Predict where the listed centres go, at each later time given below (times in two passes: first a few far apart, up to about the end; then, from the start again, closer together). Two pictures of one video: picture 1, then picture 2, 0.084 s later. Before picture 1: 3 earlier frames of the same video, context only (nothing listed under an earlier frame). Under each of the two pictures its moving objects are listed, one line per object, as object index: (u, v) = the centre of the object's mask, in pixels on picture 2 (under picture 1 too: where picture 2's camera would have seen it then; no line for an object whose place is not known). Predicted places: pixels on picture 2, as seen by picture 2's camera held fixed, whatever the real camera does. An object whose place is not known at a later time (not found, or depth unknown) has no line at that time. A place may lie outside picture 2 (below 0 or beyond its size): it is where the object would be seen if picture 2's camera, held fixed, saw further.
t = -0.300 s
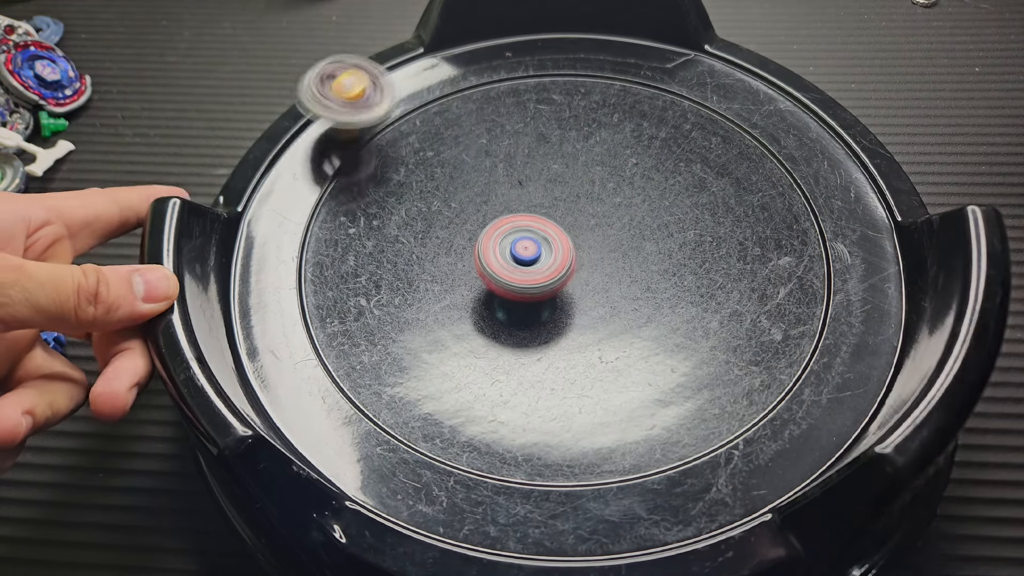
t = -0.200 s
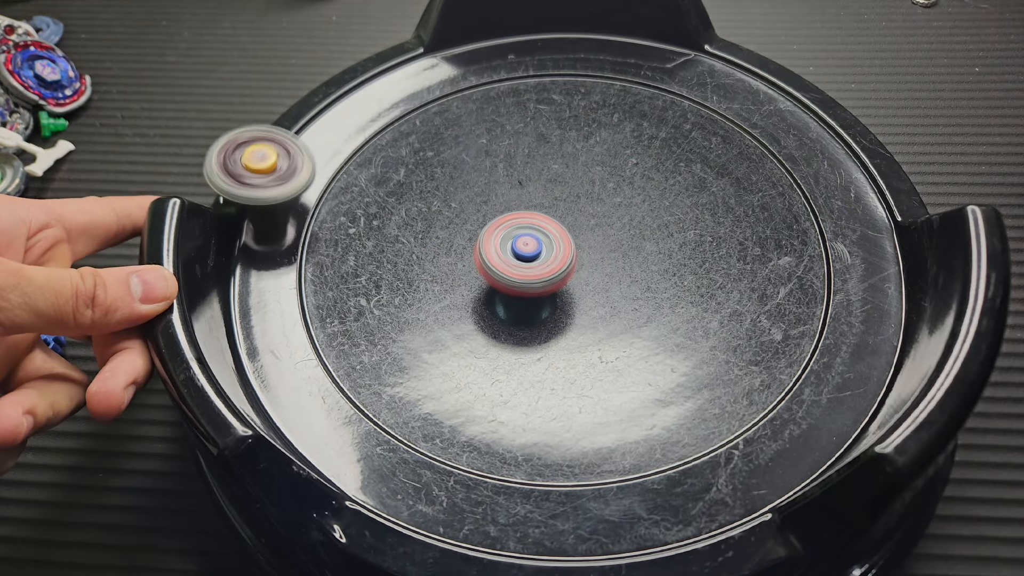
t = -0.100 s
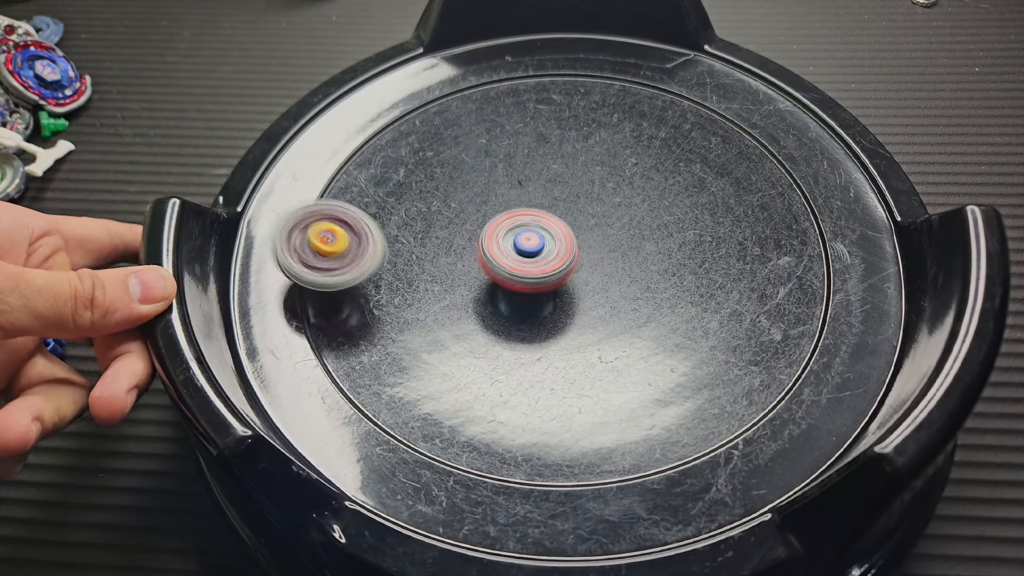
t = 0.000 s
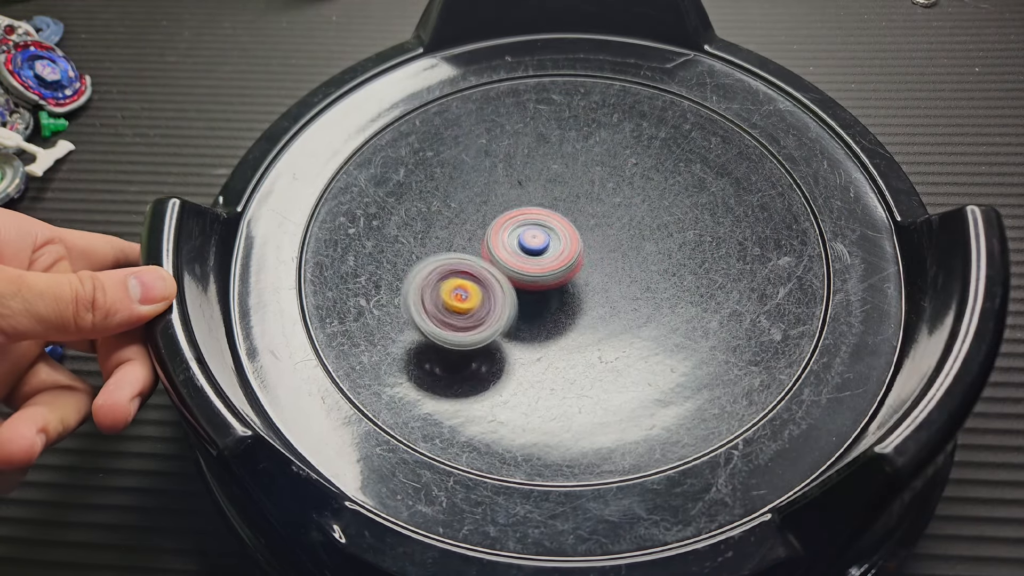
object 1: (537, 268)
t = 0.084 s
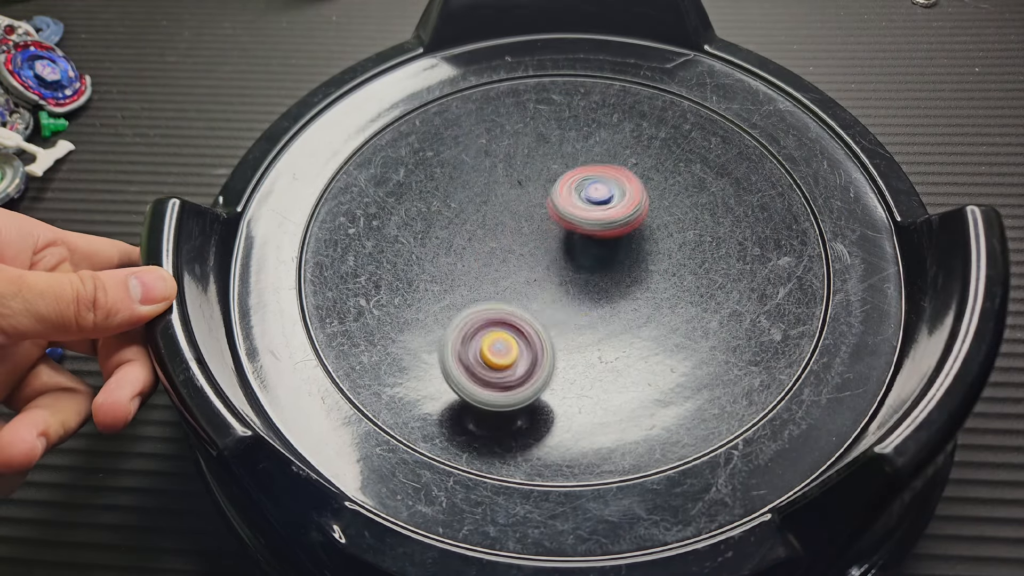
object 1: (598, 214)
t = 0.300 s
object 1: (662, 207)
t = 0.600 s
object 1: (757, 177)
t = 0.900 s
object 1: (670, 261)
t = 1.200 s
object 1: (583, 308)
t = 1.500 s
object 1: (497, 339)
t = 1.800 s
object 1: (458, 317)
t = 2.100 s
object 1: (494, 293)
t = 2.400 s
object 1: (516, 288)
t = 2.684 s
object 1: (418, 275)
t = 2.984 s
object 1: (460, 236)
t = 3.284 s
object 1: (515, 231)
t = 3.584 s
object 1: (565, 231)
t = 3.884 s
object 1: (587, 253)
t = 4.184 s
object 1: (670, 192)
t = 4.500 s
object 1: (668, 222)
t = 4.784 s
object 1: (610, 244)
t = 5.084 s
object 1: (554, 263)
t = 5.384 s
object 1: (507, 270)
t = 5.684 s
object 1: (489, 306)
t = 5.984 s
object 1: (512, 311)
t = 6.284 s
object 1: (534, 306)
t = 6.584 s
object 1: (557, 285)
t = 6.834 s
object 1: (544, 259)
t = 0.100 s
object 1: (608, 208)
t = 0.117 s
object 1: (616, 203)
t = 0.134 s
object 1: (623, 200)
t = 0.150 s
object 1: (629, 198)
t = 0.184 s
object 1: (638, 197)
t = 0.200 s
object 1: (642, 199)
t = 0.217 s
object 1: (646, 199)
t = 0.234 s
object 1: (651, 201)
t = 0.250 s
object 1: (654, 204)
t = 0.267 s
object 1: (657, 205)
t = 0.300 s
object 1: (662, 207)
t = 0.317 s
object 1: (664, 208)
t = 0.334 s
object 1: (667, 211)
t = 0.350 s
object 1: (669, 210)
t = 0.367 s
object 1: (672, 209)
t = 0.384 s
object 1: (674, 208)
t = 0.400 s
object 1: (680, 198)
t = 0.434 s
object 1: (709, 192)
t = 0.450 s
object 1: (721, 188)
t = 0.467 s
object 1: (731, 180)
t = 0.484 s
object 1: (740, 173)
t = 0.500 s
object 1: (747, 173)
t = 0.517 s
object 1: (752, 174)
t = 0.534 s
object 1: (756, 173)
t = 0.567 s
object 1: (758, 172)
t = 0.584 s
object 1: (758, 175)
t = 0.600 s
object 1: (757, 177)
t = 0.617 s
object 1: (755, 181)
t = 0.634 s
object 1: (753, 186)
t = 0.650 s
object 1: (750, 191)
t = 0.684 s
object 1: (743, 200)
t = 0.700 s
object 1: (739, 206)
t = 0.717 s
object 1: (734, 211)
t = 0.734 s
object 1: (730, 217)
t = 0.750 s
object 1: (724, 222)
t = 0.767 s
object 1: (719, 227)
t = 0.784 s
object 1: (713, 232)
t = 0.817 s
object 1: (701, 242)
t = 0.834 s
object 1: (695, 247)
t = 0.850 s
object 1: (689, 250)
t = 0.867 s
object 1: (682, 254)
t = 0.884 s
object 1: (676, 258)
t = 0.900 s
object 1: (670, 261)
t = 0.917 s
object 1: (663, 263)
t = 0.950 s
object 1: (650, 267)
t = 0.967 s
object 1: (644, 269)
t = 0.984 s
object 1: (643, 284)
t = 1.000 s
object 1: (642, 290)
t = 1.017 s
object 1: (639, 294)
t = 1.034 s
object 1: (635, 298)
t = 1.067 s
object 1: (627, 302)
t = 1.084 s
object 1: (621, 304)
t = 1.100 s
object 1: (616, 305)
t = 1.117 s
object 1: (611, 306)
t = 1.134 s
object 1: (605, 307)
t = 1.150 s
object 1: (600, 307)
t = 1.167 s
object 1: (594, 308)
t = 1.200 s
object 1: (583, 308)
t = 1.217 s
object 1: (578, 307)
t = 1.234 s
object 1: (573, 307)
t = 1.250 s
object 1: (568, 307)
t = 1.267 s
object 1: (563, 306)
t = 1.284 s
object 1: (559, 306)
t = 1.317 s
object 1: (549, 313)
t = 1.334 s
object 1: (544, 321)
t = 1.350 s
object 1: (538, 327)
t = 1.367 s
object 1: (534, 333)
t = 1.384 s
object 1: (529, 336)
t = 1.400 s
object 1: (524, 338)
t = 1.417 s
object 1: (520, 339)
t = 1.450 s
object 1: (511, 339)
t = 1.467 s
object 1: (506, 340)
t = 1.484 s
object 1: (502, 340)
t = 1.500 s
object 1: (497, 339)
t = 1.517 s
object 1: (494, 338)
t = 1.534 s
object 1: (490, 337)
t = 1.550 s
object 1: (486, 337)
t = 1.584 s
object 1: (479, 335)
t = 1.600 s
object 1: (476, 334)
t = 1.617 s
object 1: (473, 333)
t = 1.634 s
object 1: (470, 331)
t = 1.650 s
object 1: (468, 330)
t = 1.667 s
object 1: (466, 329)
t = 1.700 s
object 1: (462, 326)
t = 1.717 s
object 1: (461, 325)
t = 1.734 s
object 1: (460, 323)
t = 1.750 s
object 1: (459, 322)
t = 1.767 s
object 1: (458, 320)
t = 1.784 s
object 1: (458, 318)
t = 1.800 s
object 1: (458, 317)
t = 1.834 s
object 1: (459, 313)
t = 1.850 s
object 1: (459, 312)
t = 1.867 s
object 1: (460, 310)
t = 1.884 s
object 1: (462, 309)
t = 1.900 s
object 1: (464, 307)
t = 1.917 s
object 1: (465, 306)
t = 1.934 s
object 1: (467, 305)
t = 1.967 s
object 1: (472, 303)
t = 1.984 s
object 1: (474, 302)
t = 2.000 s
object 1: (477, 300)
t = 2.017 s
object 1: (480, 298)
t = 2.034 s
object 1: (482, 298)
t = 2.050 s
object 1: (485, 297)
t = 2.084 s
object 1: (491, 294)
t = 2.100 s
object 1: (494, 293)
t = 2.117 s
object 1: (498, 292)
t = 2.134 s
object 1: (501, 291)
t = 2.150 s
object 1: (505, 291)
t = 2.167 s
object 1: (506, 290)
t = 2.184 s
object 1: (501, 290)
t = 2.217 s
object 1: (494, 291)
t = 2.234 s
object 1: (494, 291)
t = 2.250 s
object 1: (494, 291)
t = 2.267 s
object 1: (495, 291)
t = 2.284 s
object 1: (497, 290)
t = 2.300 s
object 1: (500, 290)
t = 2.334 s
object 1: (505, 290)
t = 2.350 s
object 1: (508, 289)
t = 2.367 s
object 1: (510, 289)
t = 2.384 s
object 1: (513, 289)
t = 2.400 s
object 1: (516, 288)
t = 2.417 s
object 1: (518, 287)
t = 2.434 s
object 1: (522, 286)
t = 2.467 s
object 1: (527, 285)
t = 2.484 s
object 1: (531, 285)
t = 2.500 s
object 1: (528, 283)
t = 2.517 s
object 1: (508, 284)
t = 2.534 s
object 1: (488, 285)
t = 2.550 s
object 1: (472, 285)
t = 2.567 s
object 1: (458, 286)
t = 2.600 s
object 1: (436, 283)
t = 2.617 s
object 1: (429, 281)
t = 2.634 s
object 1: (423, 281)
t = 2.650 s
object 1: (419, 280)
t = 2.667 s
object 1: (418, 277)
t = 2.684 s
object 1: (418, 275)
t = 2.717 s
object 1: (420, 270)
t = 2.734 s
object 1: (422, 268)
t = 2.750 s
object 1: (424, 265)
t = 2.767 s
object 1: (426, 258)
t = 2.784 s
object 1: (427, 254)
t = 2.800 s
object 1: (429, 252)
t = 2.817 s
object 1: (432, 249)
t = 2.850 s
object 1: (436, 246)
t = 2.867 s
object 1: (439, 244)
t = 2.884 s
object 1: (442, 243)
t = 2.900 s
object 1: (446, 242)
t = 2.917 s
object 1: (448, 241)
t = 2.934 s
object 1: (451, 239)
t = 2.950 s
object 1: (454, 237)
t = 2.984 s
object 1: (460, 236)
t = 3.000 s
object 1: (462, 235)
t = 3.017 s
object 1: (466, 234)
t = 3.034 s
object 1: (468, 234)
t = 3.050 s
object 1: (471, 232)
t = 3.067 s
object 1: (475, 232)
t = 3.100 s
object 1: (480, 232)
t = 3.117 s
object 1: (483, 233)
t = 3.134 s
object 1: (486, 233)
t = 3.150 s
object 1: (489, 233)
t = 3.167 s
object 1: (492, 232)
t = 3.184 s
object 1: (495, 232)
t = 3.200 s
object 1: (499, 232)
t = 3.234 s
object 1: (505, 232)
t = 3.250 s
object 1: (508, 231)
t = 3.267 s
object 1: (512, 231)
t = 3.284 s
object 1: (515, 231)
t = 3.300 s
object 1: (518, 231)
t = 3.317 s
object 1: (522, 231)
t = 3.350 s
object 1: (528, 231)
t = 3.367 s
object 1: (532, 232)
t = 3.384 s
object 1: (535, 232)
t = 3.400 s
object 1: (538, 232)
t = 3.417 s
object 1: (540, 232)
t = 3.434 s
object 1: (543, 232)
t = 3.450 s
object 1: (545, 232)
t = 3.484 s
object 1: (550, 232)
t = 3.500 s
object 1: (552, 233)
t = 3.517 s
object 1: (554, 233)
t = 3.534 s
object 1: (557, 233)
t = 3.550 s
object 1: (559, 233)
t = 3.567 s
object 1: (561, 234)
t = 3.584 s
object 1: (565, 231)
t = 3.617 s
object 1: (569, 233)
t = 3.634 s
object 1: (570, 233)
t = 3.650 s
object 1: (572, 235)
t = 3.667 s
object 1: (573, 236)
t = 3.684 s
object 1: (575, 237)
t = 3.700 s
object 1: (576, 237)
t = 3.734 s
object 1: (579, 244)
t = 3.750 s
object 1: (580, 245)
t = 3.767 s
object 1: (580, 241)
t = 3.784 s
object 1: (582, 246)
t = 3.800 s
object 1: (583, 249)
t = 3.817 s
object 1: (583, 244)
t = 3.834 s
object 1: (585, 251)
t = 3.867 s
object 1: (585, 247)
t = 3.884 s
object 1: (587, 253)
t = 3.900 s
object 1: (588, 254)
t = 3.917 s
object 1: (588, 255)
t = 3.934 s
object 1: (588, 256)
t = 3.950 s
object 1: (589, 257)
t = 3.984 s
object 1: (610, 254)
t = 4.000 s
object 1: (619, 229)
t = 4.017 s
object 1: (629, 220)
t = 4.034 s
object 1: (636, 211)
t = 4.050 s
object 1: (643, 204)
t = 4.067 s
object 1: (648, 198)
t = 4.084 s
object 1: (652, 195)
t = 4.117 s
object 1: (659, 191)
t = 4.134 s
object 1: (662, 191)
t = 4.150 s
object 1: (665, 191)
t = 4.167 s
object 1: (668, 191)
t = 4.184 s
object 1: (670, 192)
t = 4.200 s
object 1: (672, 192)
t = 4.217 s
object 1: (674, 194)
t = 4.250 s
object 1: (677, 196)
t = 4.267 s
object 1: (679, 198)
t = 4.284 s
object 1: (680, 199)
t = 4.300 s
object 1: (681, 201)
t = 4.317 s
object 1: (681, 203)
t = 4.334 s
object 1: (681, 204)
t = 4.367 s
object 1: (680, 208)
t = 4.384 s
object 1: (680, 210)
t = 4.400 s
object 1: (679, 212)
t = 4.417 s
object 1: (678, 213)
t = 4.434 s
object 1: (676, 215)
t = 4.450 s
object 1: (675, 217)
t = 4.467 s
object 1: (673, 219)
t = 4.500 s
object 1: (668, 222)
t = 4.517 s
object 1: (666, 223)
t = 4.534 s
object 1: (662, 225)
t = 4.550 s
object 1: (659, 227)
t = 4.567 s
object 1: (656, 228)
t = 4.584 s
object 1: (652, 229)
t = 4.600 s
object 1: (648, 231)
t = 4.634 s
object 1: (641, 233)
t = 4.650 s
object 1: (637, 235)
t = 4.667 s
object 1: (633, 237)
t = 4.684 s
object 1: (630, 237)
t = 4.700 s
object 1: (625, 238)
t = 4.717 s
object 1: (621, 239)
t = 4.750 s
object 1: (612, 241)
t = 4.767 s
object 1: (609, 242)
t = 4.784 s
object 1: (610, 244)
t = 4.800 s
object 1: (611, 245)
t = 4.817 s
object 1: (610, 246)
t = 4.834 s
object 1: (608, 246)
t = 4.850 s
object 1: (606, 247)
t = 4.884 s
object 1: (600, 251)
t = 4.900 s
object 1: (596, 252)
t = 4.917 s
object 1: (592, 252)
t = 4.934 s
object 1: (587, 253)
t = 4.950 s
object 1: (583, 254)
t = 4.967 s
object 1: (579, 255)
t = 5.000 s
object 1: (570, 257)
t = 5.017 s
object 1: (567, 257)
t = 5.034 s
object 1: (563, 259)
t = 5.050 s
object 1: (559, 260)
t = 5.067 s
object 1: (556, 261)
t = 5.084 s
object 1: (554, 263)
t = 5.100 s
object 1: (551, 264)
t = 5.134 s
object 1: (545, 266)
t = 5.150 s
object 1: (542, 266)
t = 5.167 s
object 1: (539, 267)
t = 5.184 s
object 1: (536, 268)
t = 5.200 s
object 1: (533, 268)
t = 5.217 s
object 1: (530, 269)
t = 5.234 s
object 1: (528, 269)
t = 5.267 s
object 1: (522, 269)
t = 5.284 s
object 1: (520, 268)
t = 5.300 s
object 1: (517, 269)
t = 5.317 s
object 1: (515, 269)
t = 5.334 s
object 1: (513, 269)
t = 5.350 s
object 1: (511, 269)
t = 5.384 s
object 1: (507, 270)
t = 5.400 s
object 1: (506, 269)
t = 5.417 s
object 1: (505, 270)
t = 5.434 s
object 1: (504, 270)
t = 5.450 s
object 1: (503, 270)
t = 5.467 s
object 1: (503, 270)
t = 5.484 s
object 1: (500, 278)
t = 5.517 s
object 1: (493, 287)
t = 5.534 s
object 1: (491, 293)
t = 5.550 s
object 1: (490, 295)
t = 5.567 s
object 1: (489, 296)
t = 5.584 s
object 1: (488, 300)
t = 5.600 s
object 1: (488, 301)
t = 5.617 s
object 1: (488, 303)
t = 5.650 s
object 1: (488, 304)
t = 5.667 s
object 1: (489, 305)
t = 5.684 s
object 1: (489, 306)
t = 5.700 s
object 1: (490, 307)
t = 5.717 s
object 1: (491, 308)
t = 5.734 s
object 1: (492, 308)
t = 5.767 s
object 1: (495, 310)
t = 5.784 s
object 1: (496, 310)
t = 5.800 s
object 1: (497, 311)
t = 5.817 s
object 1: (498, 311)
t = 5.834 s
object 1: (499, 311)
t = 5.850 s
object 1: (501, 312)
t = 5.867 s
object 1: (502, 312)
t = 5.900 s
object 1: (505, 312)
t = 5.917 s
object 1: (507, 312)
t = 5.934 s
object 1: (508, 312)
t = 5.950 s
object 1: (509, 312)
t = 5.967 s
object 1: (511, 311)
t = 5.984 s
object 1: (512, 311)
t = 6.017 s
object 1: (515, 310)
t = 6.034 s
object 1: (517, 310)
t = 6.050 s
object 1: (518, 309)
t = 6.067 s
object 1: (520, 308)
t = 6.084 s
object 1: (523, 308)
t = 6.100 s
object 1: (525, 307)
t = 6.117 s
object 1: (527, 306)
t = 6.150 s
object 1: (532, 305)
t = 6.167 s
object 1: (535, 304)
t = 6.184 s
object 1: (538, 303)
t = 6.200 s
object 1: (541, 303)
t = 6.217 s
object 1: (544, 302)
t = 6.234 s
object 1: (543, 302)
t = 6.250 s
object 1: (538, 305)
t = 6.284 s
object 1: (534, 306)
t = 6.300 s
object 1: (534, 306)
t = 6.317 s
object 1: (534, 306)
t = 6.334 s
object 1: (534, 305)
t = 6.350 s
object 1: (535, 305)
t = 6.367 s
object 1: (536, 304)
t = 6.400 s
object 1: (539, 302)
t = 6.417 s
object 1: (540, 301)
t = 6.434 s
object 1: (542, 299)
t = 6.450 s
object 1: (543, 298)
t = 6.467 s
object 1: (544, 296)
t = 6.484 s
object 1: (546, 294)
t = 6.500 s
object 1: (547, 293)
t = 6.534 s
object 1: (551, 290)
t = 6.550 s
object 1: (553, 289)
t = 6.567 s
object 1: (555, 287)
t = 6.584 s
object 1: (557, 285)
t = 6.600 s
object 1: (559, 284)
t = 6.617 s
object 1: (560, 283)
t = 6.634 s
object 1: (554, 280)
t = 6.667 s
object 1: (545, 276)
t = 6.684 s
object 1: (542, 274)
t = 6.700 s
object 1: (541, 272)
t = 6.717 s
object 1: (540, 271)
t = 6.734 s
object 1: (541, 269)
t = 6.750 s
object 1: (541, 268)
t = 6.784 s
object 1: (542, 264)
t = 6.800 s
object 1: (542, 262)
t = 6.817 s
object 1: (543, 260)
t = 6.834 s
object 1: (544, 259)
